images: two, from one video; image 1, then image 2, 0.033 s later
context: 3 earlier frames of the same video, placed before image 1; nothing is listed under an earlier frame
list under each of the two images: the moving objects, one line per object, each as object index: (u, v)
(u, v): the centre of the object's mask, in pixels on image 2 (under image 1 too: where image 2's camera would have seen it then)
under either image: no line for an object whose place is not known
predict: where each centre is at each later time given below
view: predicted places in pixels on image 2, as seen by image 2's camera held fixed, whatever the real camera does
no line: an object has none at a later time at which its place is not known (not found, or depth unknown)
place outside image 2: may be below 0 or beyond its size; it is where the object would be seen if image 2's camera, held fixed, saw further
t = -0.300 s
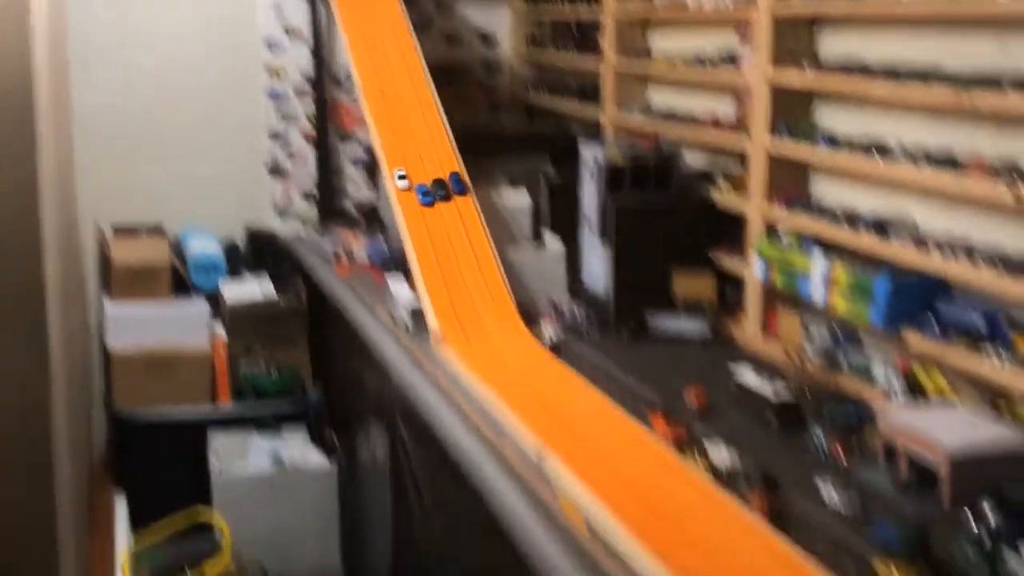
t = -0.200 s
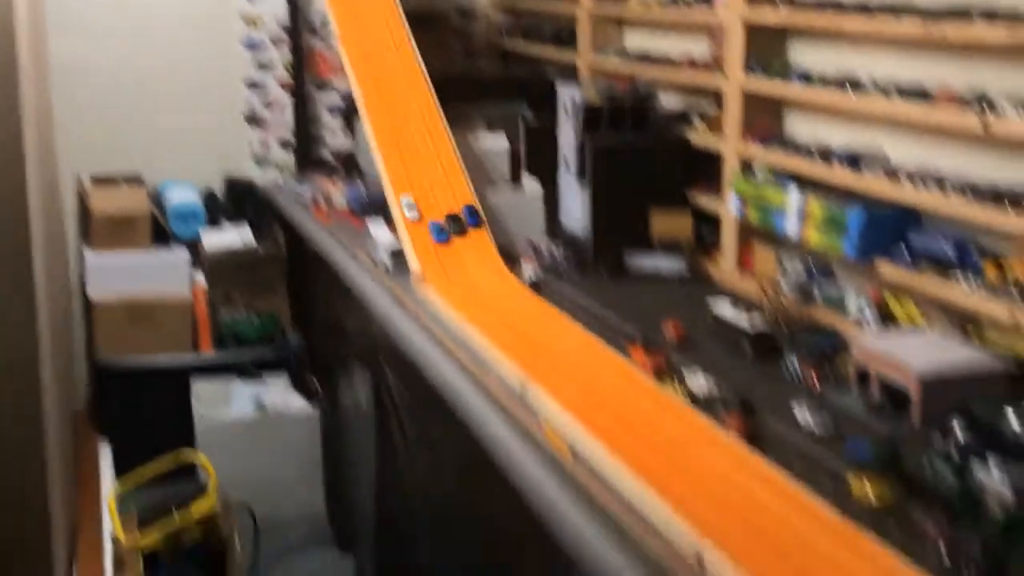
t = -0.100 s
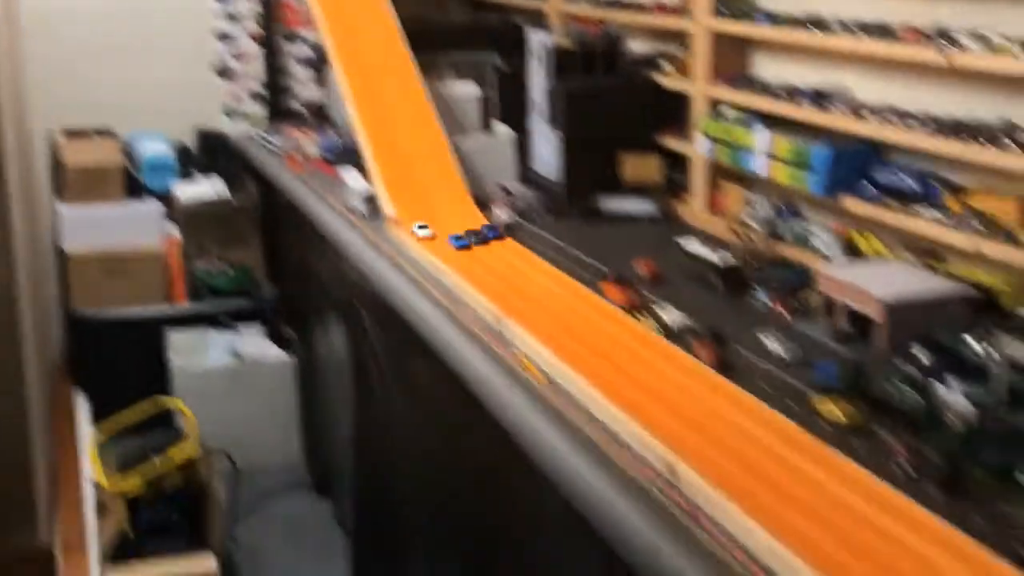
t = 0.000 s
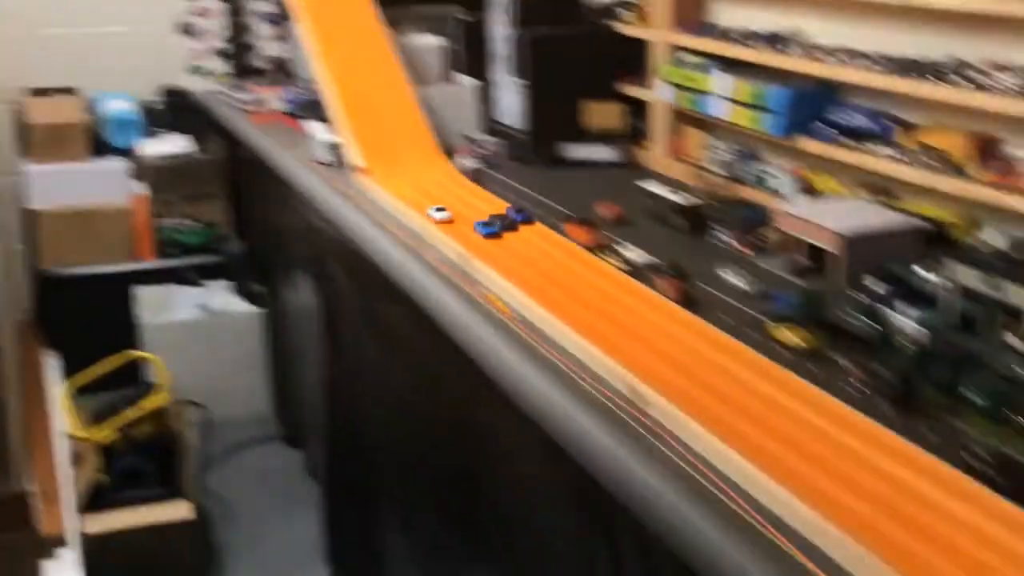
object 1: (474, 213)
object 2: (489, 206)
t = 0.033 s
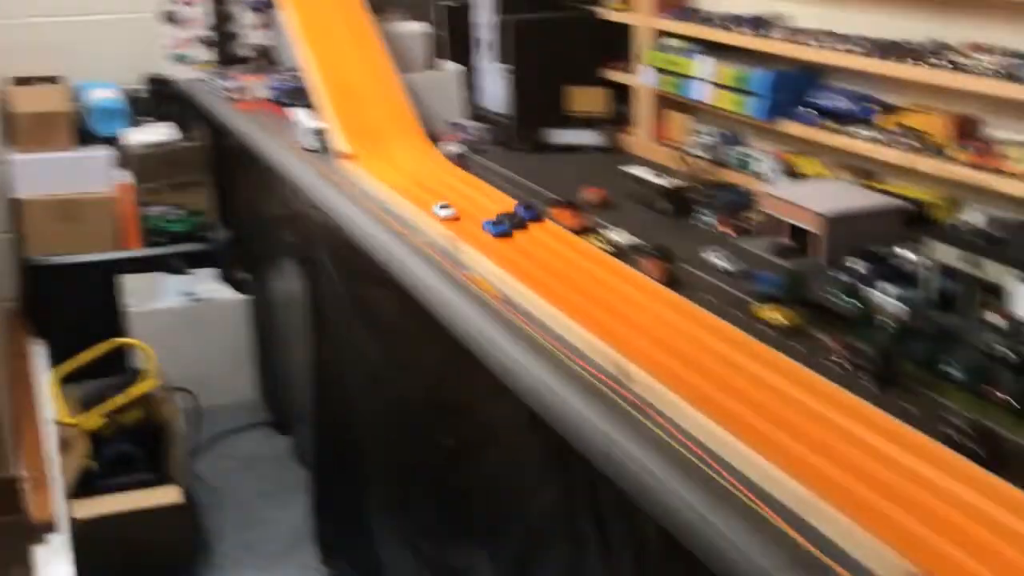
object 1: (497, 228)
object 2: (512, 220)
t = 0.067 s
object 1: (523, 245)
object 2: (538, 237)
